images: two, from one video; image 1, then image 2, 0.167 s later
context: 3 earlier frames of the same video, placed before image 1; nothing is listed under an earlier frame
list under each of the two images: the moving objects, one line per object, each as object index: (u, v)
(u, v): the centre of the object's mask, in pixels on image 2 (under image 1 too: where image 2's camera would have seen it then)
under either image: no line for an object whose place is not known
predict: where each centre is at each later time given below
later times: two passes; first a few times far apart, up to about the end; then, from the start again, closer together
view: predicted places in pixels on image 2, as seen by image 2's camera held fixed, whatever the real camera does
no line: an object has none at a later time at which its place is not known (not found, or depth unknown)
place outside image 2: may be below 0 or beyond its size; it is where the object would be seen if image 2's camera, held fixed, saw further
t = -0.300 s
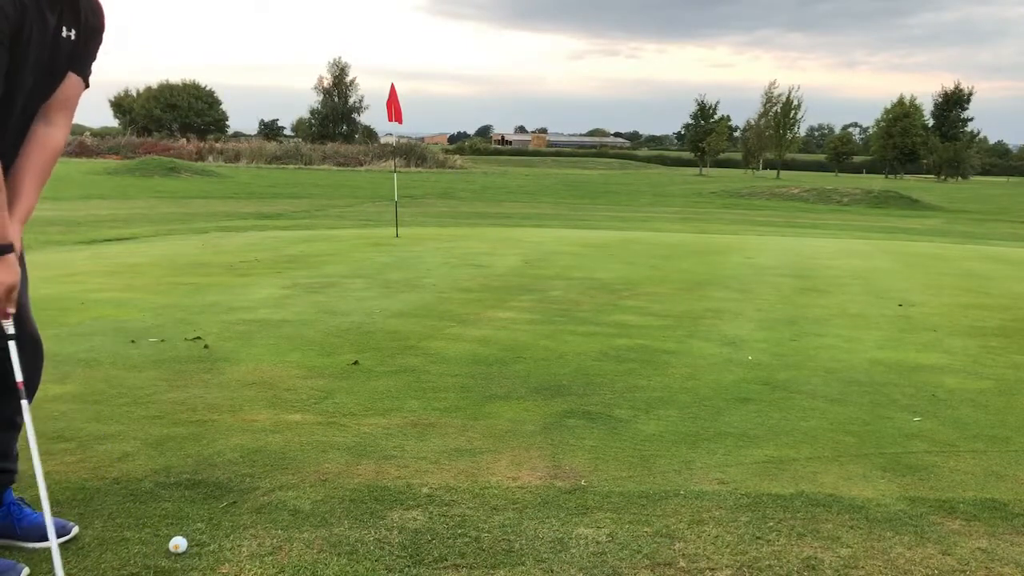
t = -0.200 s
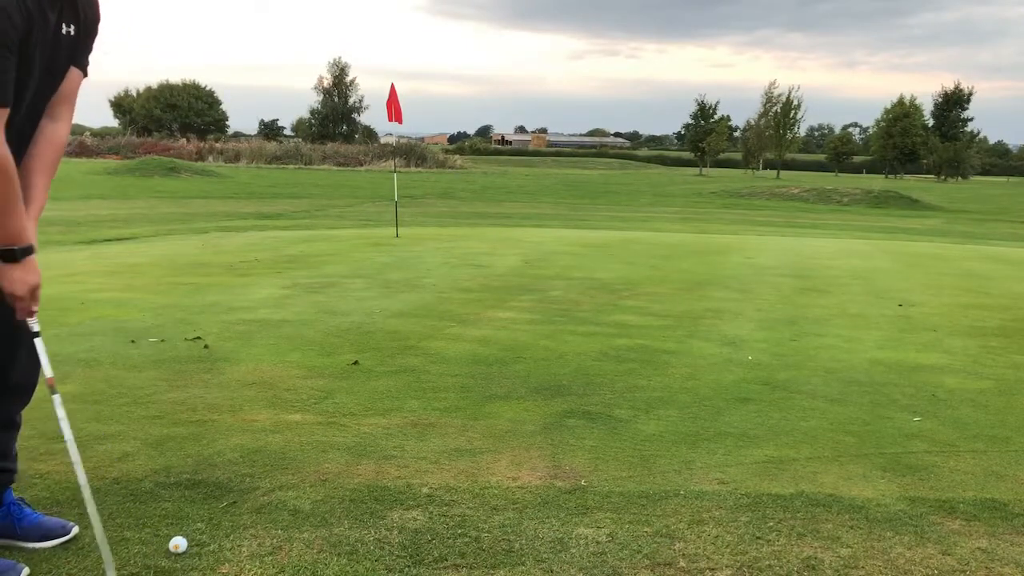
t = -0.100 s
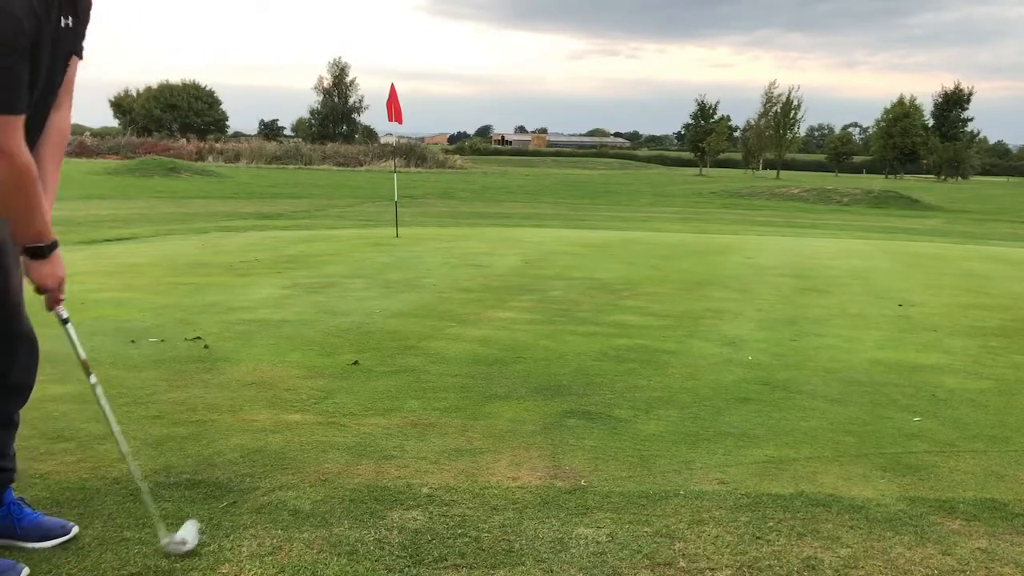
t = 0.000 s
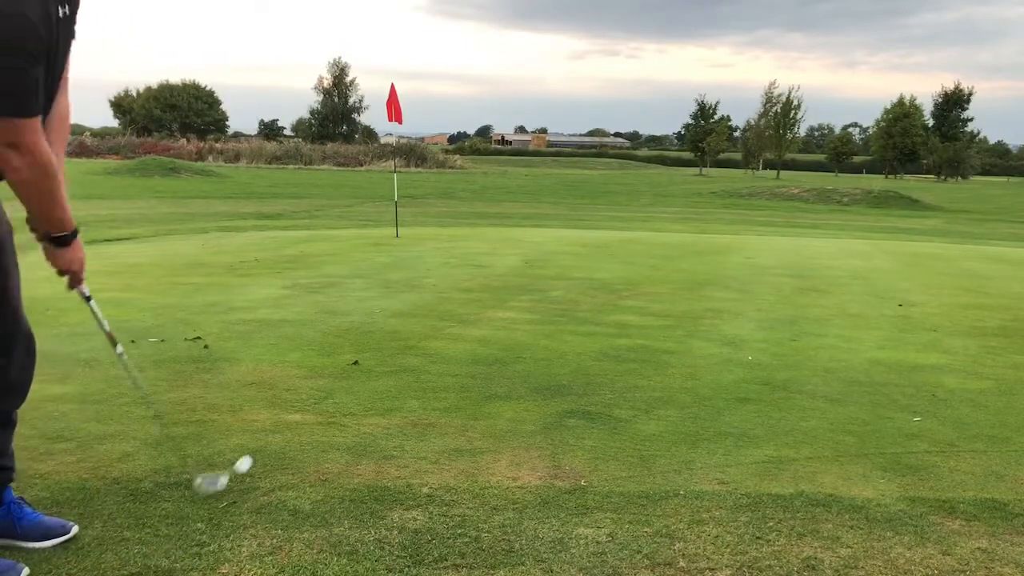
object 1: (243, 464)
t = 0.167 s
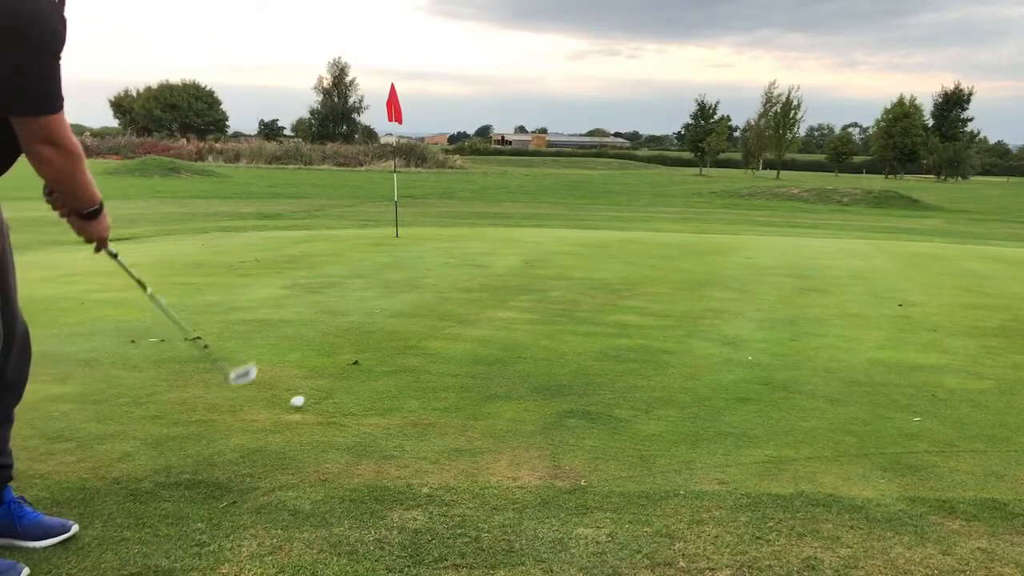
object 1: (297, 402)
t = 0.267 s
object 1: (317, 376)
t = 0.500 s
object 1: (350, 340)
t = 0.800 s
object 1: (376, 310)
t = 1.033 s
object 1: (390, 296)
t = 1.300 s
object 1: (402, 283)
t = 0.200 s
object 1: (305, 393)
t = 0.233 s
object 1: (311, 383)
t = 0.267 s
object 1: (317, 376)
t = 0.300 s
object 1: (323, 372)
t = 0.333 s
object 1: (328, 367)
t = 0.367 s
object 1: (333, 359)
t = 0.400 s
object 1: (338, 354)
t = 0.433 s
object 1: (342, 350)
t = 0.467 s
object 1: (346, 344)
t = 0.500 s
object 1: (350, 340)
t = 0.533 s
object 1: (353, 336)
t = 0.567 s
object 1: (357, 331)
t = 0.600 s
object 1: (360, 328)
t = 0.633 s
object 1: (363, 324)
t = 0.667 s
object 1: (366, 322)
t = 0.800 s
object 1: (376, 310)
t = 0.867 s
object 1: (381, 305)
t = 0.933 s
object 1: (385, 301)
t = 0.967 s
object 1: (386, 299)
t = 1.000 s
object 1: (389, 297)
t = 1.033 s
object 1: (390, 296)
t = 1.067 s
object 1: (392, 294)
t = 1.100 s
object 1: (394, 292)
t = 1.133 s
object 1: (395, 291)
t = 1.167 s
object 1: (397, 289)
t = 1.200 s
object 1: (398, 288)
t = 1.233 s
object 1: (400, 286)
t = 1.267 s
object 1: (401, 285)
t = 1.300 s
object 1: (402, 283)
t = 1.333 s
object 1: (403, 281)
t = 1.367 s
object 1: (405, 280)
